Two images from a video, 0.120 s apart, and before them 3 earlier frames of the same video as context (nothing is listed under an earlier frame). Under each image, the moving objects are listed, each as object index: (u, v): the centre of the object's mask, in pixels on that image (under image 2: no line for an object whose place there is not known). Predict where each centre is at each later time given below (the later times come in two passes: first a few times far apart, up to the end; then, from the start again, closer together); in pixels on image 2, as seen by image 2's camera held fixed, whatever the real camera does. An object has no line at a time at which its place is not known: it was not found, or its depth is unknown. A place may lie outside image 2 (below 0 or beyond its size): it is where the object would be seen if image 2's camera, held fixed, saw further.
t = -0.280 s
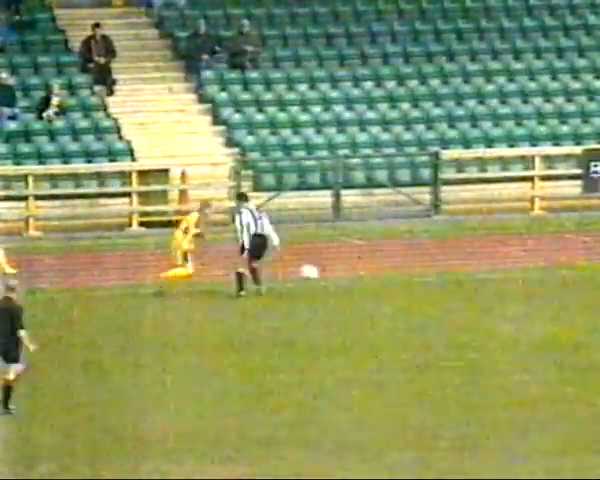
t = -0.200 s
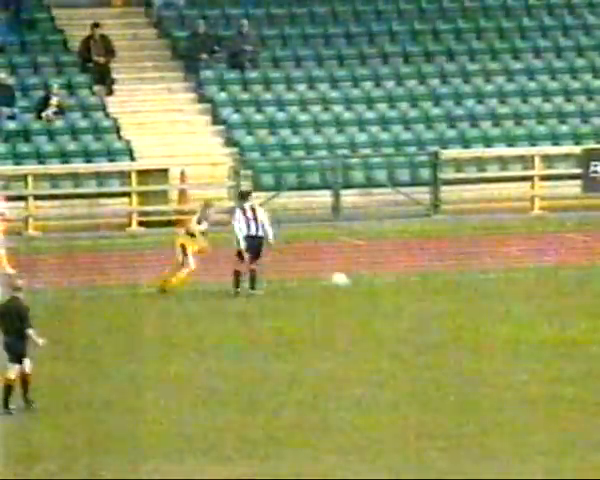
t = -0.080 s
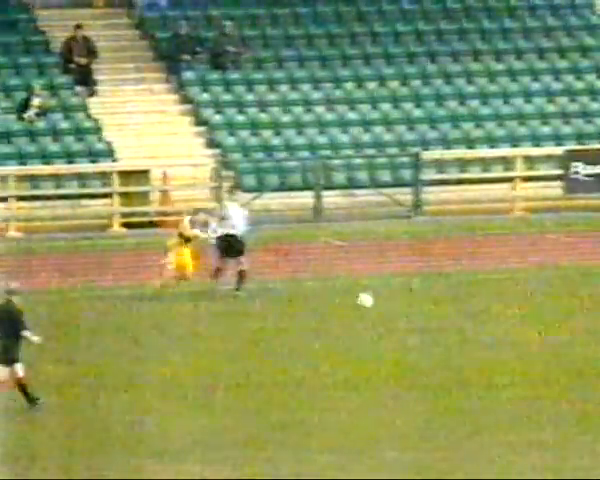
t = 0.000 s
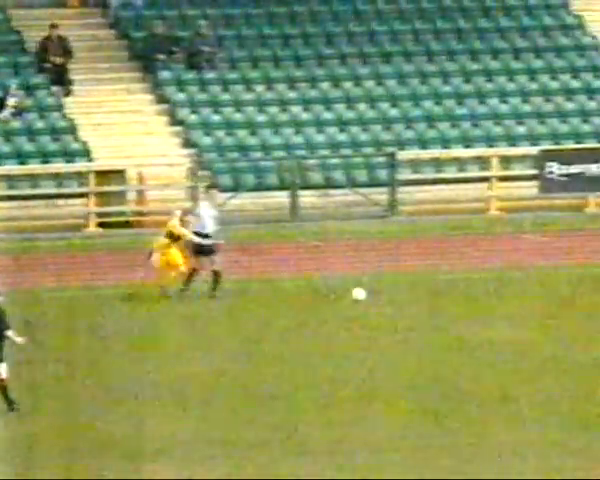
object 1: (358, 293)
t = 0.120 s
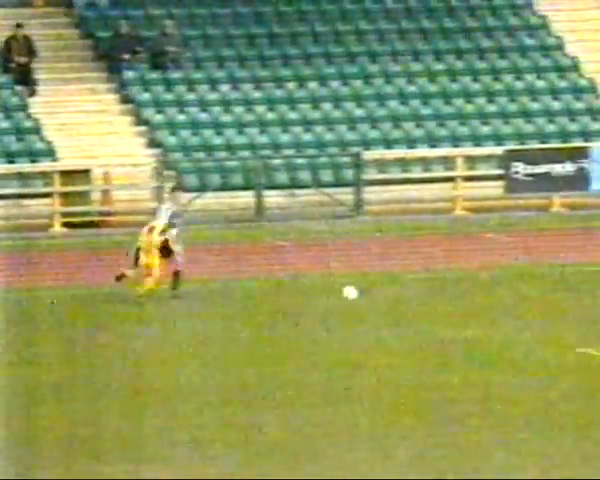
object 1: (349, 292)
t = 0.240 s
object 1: (375, 302)
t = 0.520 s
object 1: (427, 310)
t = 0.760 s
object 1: (466, 316)
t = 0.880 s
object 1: (488, 315)
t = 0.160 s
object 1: (359, 294)
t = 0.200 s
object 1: (367, 297)
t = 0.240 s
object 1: (375, 302)
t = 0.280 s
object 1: (382, 306)
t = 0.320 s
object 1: (390, 306)
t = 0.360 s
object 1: (397, 306)
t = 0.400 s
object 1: (404, 308)
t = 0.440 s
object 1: (411, 311)
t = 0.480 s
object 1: (418, 311)
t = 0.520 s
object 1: (427, 310)
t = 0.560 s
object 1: (434, 311)
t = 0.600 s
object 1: (441, 313)
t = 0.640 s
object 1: (448, 314)
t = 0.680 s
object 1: (456, 314)
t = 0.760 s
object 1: (466, 316)
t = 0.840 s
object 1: (480, 316)
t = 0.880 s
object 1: (488, 315)
